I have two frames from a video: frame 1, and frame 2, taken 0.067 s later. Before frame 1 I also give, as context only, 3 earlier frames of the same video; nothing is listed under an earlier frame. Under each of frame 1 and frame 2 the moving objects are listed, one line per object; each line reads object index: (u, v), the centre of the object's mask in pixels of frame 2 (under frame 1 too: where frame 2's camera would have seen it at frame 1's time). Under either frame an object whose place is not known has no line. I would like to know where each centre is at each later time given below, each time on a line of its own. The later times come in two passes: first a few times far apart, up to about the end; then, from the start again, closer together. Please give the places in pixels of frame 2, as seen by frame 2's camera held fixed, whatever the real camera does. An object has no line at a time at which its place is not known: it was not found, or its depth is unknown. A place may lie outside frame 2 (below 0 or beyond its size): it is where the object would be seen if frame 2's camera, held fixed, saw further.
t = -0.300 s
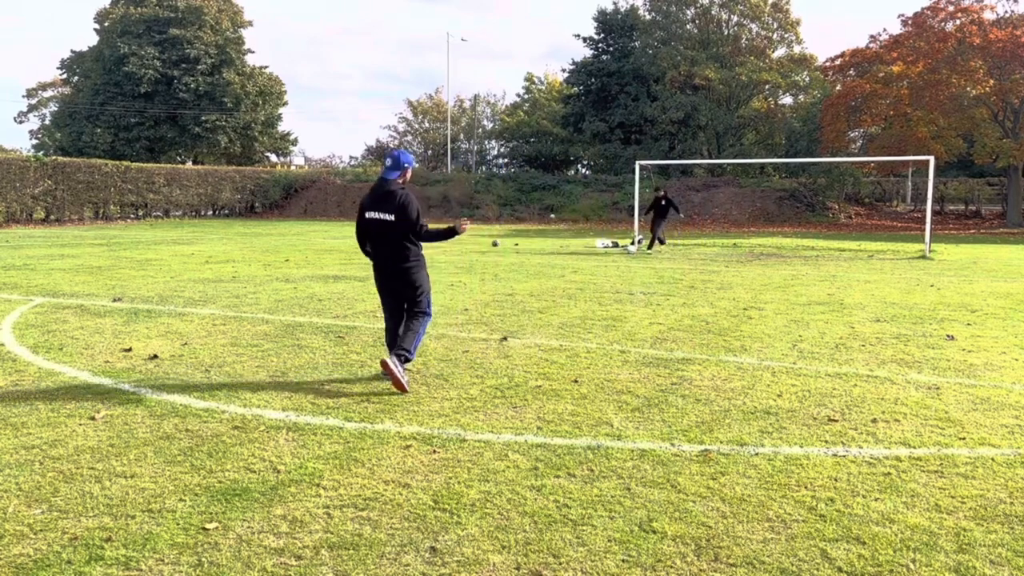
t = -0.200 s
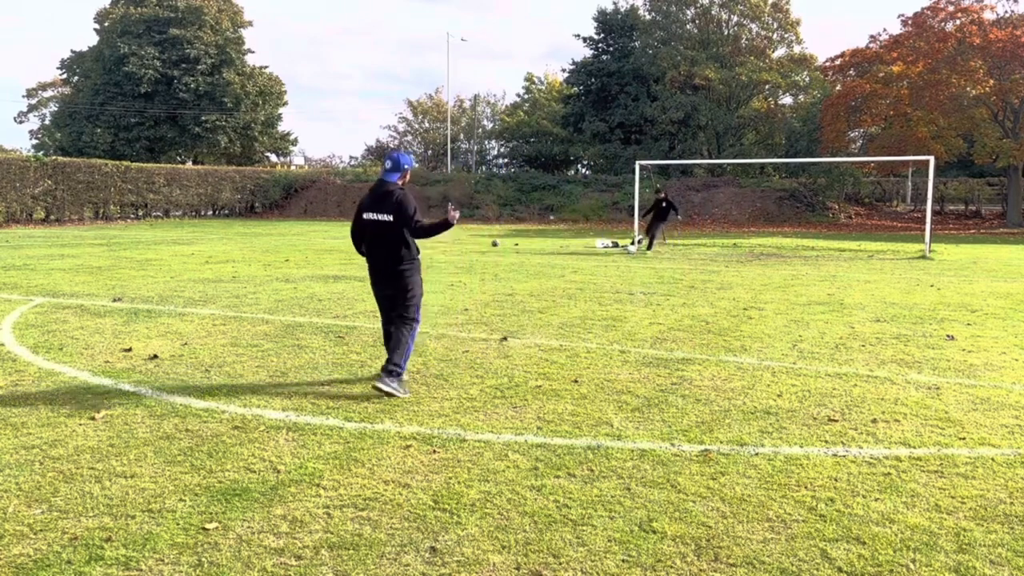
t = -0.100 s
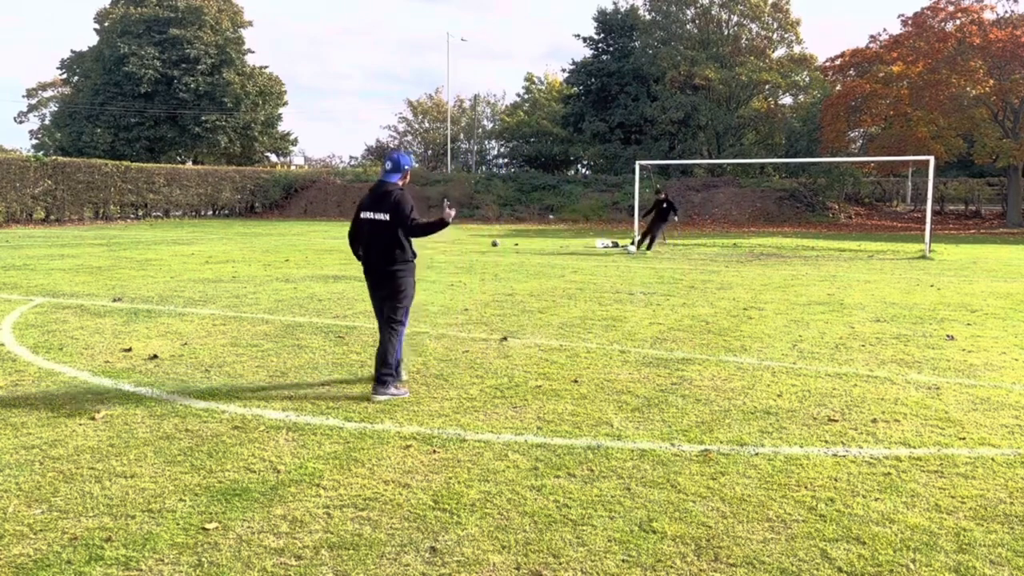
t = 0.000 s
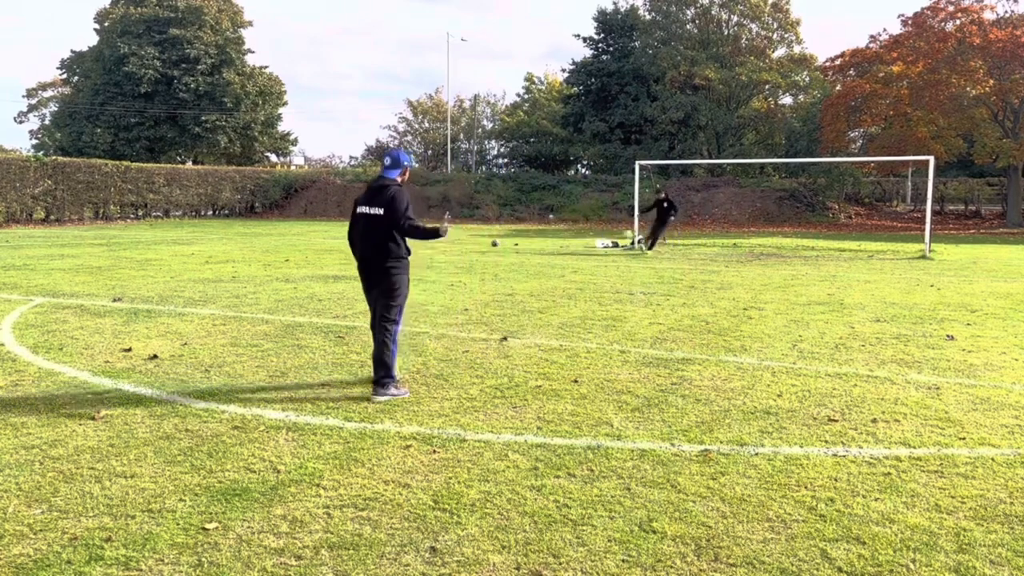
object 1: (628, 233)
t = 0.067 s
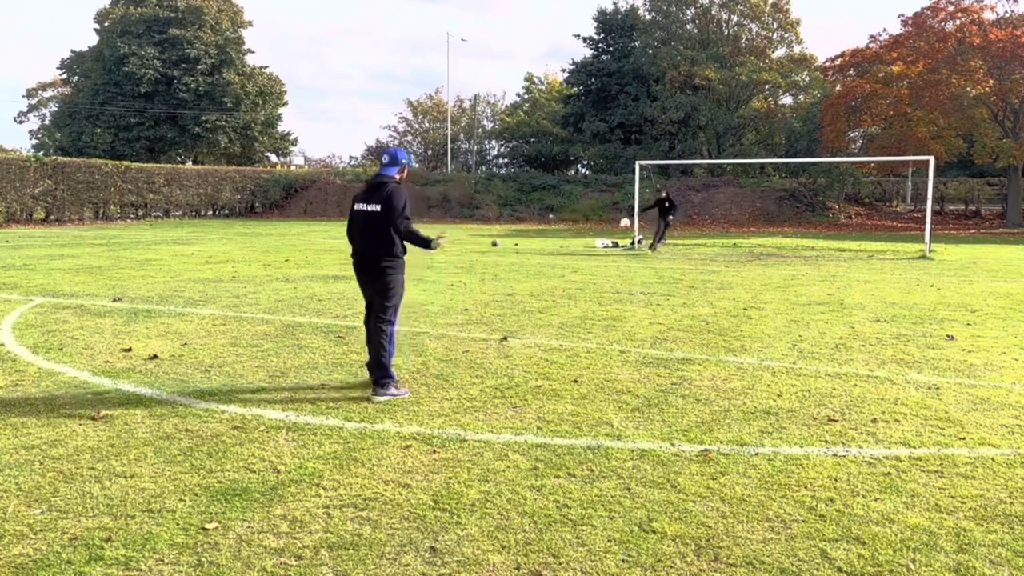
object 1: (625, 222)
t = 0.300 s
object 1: (613, 190)
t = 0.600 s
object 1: (593, 180)
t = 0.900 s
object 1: (562, 233)
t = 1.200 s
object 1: (524, 286)
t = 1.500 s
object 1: (494, 255)
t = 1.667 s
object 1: (473, 284)
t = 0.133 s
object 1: (621, 212)
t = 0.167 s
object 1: (620, 207)
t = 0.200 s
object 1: (619, 202)
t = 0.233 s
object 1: (617, 198)
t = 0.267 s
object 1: (615, 194)
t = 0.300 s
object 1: (613, 190)
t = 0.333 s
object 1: (611, 187)
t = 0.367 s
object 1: (609, 185)
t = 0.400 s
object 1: (607, 182)
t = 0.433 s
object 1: (605, 180)
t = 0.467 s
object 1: (603, 179)
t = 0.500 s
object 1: (600, 178)
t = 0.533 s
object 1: (598, 178)
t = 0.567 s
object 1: (595, 179)
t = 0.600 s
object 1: (593, 180)
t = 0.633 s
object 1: (590, 182)
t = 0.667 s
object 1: (587, 185)
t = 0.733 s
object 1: (580, 193)
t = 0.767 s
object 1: (577, 199)
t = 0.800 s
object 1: (573, 205)
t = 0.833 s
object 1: (569, 213)
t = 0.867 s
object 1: (566, 222)
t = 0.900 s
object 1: (562, 233)
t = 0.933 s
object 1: (557, 244)
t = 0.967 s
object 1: (552, 258)
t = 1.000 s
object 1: (547, 272)
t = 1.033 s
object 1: (541, 290)
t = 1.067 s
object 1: (536, 309)
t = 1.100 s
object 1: (532, 315)
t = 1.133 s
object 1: (529, 304)
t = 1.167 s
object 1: (528, 296)
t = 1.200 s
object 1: (524, 286)
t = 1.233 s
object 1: (521, 279)
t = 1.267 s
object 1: (518, 273)
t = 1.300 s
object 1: (515, 267)
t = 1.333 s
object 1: (512, 262)
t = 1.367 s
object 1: (508, 259)
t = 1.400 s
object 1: (505, 257)
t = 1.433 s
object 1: (501, 254)
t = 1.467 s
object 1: (498, 255)
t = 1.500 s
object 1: (494, 255)
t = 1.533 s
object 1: (491, 259)
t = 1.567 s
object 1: (486, 263)
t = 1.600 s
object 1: (482, 268)
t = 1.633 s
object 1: (478, 275)
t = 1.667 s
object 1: (473, 284)
